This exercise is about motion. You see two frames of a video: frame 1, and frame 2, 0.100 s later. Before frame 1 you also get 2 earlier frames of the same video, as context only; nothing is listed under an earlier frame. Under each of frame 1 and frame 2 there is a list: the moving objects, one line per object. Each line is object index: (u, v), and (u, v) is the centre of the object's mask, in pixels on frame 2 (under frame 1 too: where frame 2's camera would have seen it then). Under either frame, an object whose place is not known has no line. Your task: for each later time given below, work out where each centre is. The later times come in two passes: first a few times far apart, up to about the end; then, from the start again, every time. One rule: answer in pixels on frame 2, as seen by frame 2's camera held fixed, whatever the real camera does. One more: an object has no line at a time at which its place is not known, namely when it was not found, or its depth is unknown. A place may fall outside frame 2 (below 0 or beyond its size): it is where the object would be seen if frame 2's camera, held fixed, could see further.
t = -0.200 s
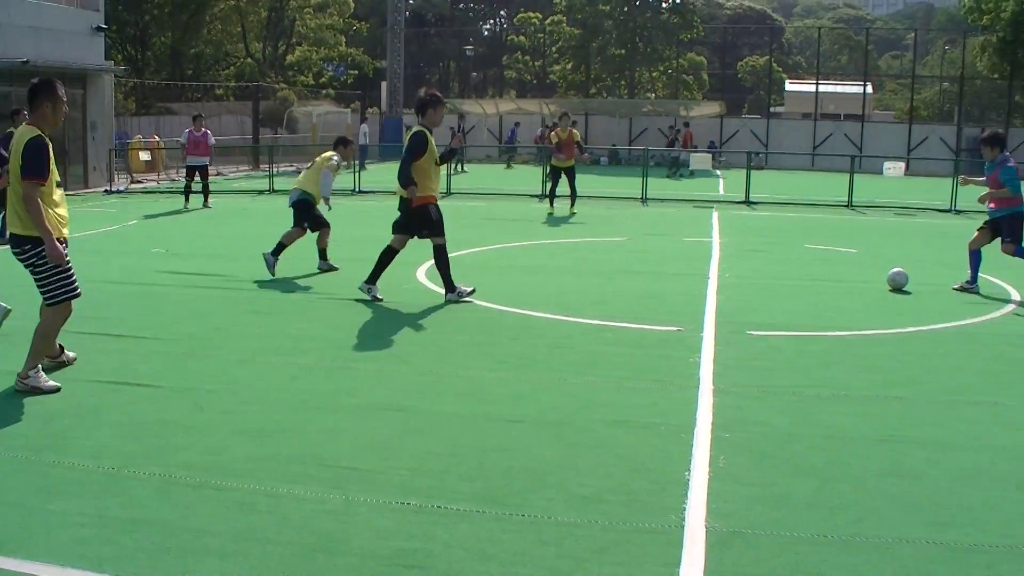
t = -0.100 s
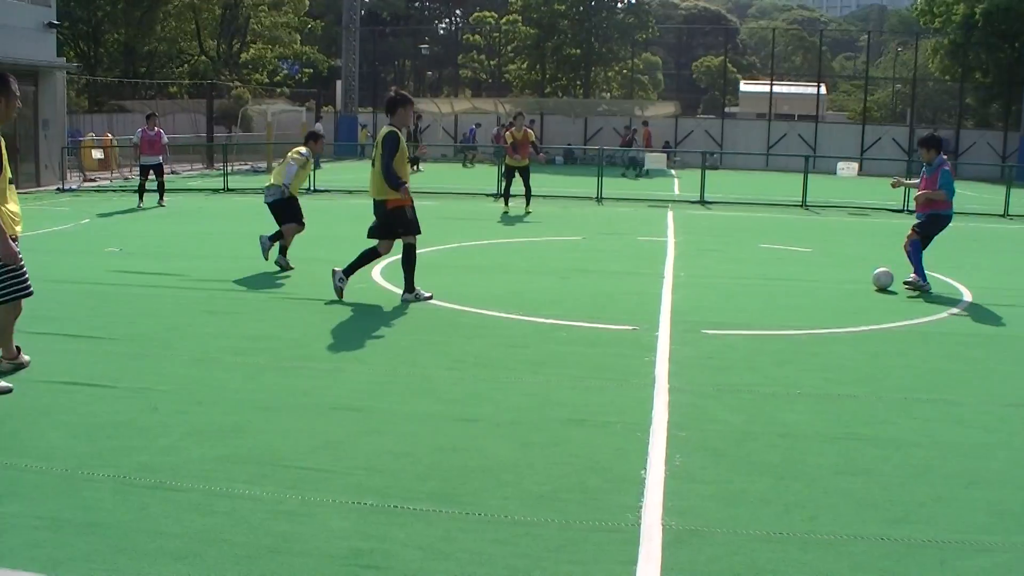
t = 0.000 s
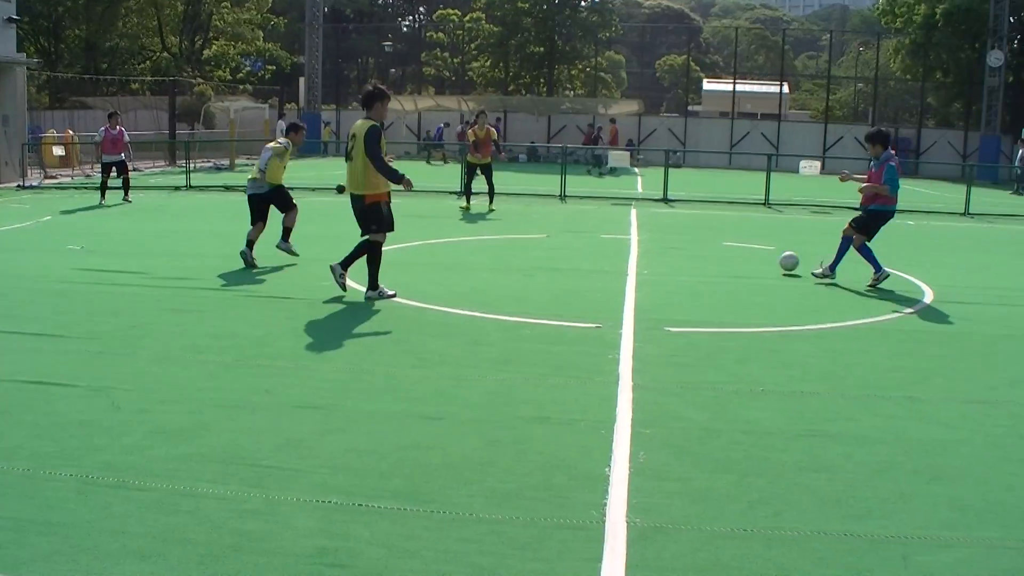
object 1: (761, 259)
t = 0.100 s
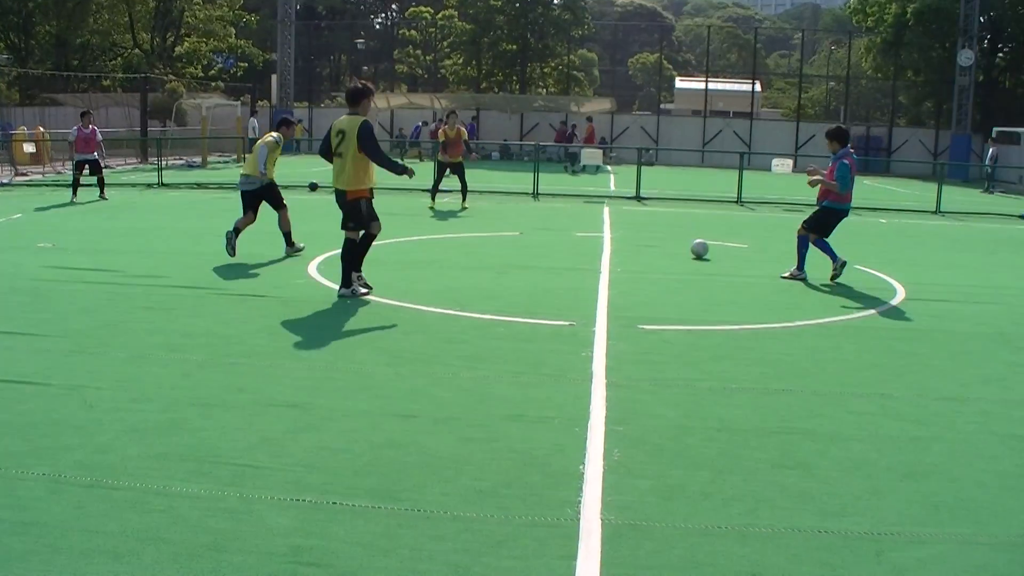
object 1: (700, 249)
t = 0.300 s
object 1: (611, 231)
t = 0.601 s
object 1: (537, 212)
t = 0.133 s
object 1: (682, 244)
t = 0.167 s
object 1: (666, 240)
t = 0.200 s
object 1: (651, 238)
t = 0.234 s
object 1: (636, 236)
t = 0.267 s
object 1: (624, 232)
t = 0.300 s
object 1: (611, 231)
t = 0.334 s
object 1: (601, 227)
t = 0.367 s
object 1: (592, 224)
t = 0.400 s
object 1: (583, 221)
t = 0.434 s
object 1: (574, 220)
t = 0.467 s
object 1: (566, 220)
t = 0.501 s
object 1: (558, 218)
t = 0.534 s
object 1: (551, 215)
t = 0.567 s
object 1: (544, 213)
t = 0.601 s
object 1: (537, 212)
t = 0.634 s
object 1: (530, 212)
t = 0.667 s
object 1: (524, 210)
